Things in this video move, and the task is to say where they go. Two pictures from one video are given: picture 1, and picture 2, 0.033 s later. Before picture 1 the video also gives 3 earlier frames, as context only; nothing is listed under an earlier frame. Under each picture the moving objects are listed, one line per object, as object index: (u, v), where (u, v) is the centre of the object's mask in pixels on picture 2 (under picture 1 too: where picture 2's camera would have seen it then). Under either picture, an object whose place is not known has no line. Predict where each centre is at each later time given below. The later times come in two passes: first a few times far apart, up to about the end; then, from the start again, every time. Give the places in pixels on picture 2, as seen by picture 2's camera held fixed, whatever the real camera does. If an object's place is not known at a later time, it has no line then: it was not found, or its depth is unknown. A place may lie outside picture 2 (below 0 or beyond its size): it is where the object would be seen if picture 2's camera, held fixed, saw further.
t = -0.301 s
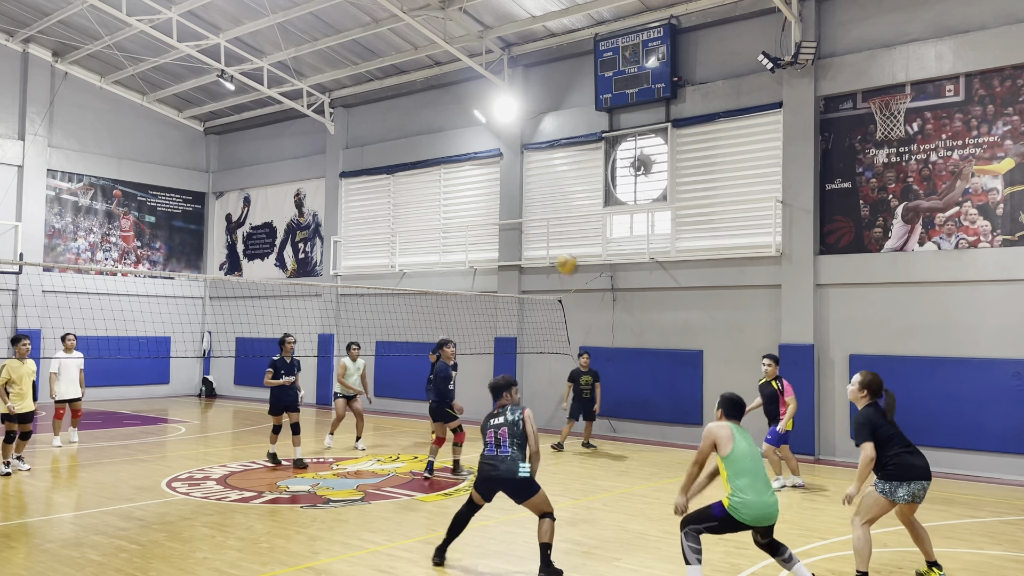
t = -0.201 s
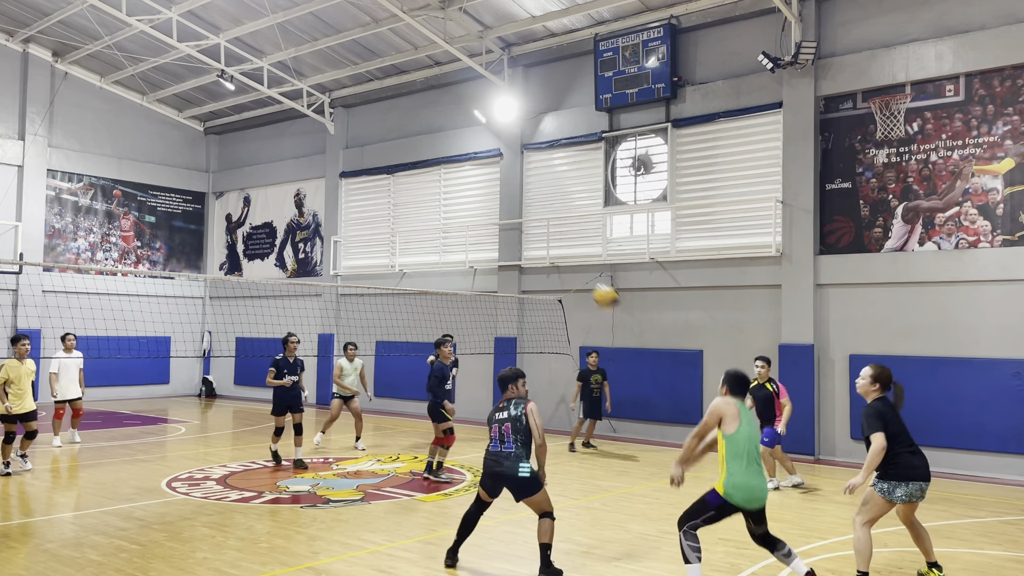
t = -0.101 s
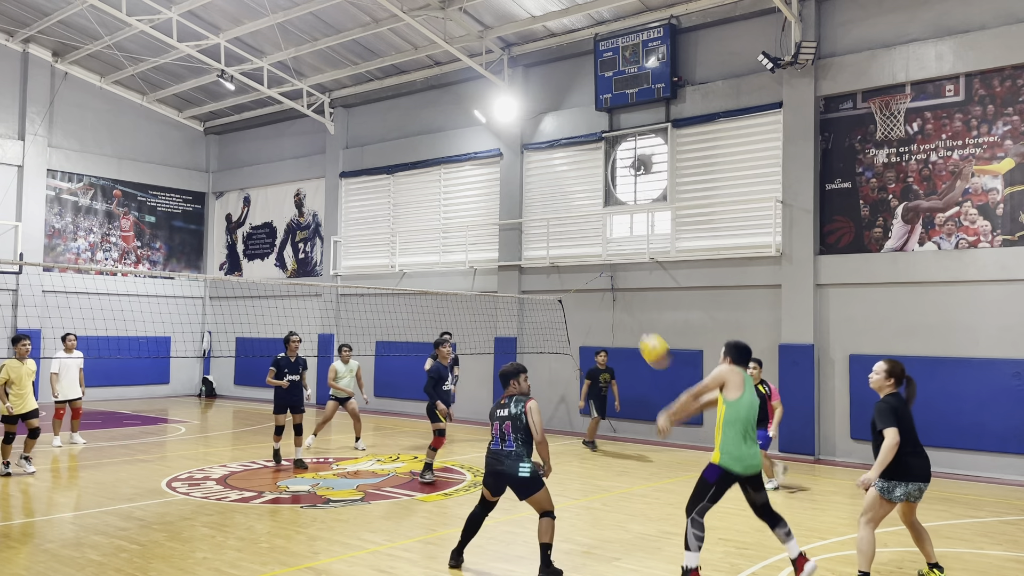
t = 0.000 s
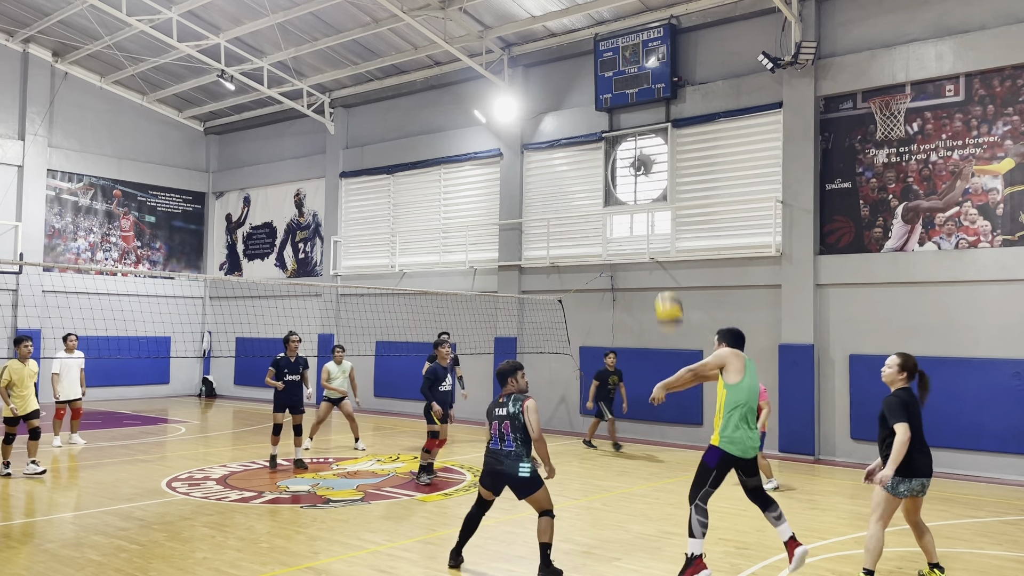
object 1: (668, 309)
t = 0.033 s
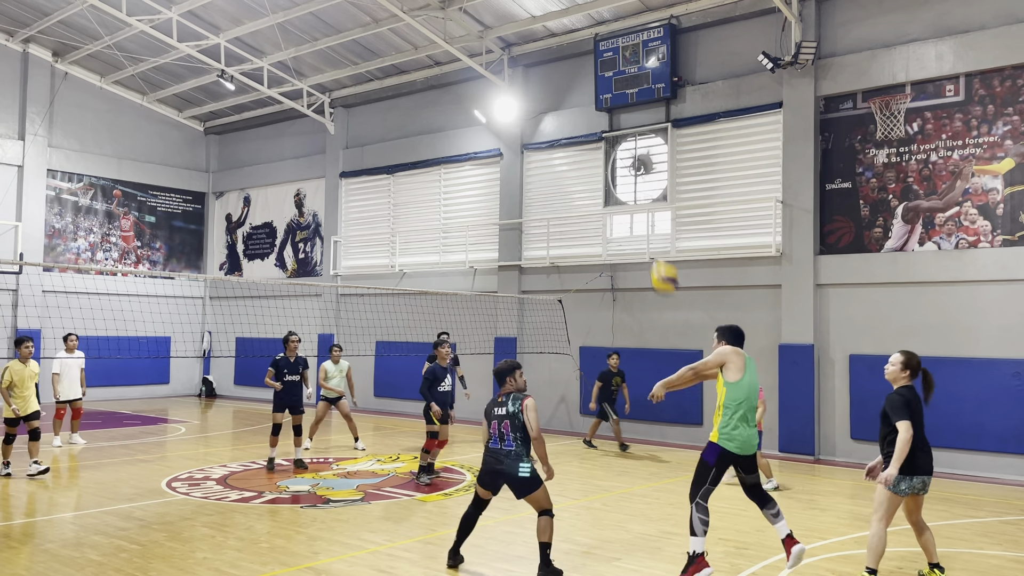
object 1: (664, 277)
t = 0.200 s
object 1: (644, 155)
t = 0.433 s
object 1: (625, 55)
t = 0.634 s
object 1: (611, 28)
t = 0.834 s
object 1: (598, 40)
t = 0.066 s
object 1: (661, 249)
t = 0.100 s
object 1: (655, 218)
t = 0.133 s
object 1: (654, 197)
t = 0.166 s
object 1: (648, 169)
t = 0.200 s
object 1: (644, 155)
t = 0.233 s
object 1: (641, 130)
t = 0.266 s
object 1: (638, 115)
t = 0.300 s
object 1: (636, 99)
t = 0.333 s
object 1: (633, 86)
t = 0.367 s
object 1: (631, 75)
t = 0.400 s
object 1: (628, 64)
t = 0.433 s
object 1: (625, 55)
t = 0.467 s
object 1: (622, 48)
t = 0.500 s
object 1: (620, 41)
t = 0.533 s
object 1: (617, 37)
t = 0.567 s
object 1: (615, 33)
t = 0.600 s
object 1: (613, 30)
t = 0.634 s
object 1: (611, 28)
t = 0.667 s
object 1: (609, 28)
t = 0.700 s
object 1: (606, 28)
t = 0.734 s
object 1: (604, 30)
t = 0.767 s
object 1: (602, 32)
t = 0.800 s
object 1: (600, 35)
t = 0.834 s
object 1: (598, 40)
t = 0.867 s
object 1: (597, 44)
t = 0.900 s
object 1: (595, 50)
